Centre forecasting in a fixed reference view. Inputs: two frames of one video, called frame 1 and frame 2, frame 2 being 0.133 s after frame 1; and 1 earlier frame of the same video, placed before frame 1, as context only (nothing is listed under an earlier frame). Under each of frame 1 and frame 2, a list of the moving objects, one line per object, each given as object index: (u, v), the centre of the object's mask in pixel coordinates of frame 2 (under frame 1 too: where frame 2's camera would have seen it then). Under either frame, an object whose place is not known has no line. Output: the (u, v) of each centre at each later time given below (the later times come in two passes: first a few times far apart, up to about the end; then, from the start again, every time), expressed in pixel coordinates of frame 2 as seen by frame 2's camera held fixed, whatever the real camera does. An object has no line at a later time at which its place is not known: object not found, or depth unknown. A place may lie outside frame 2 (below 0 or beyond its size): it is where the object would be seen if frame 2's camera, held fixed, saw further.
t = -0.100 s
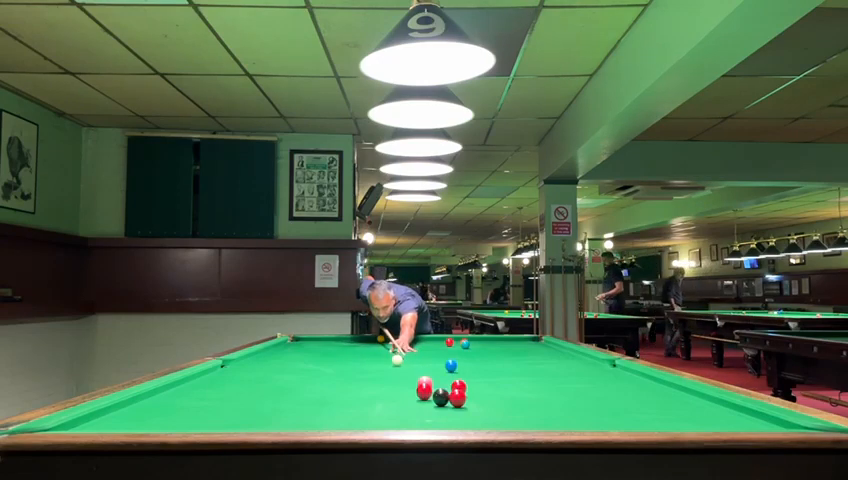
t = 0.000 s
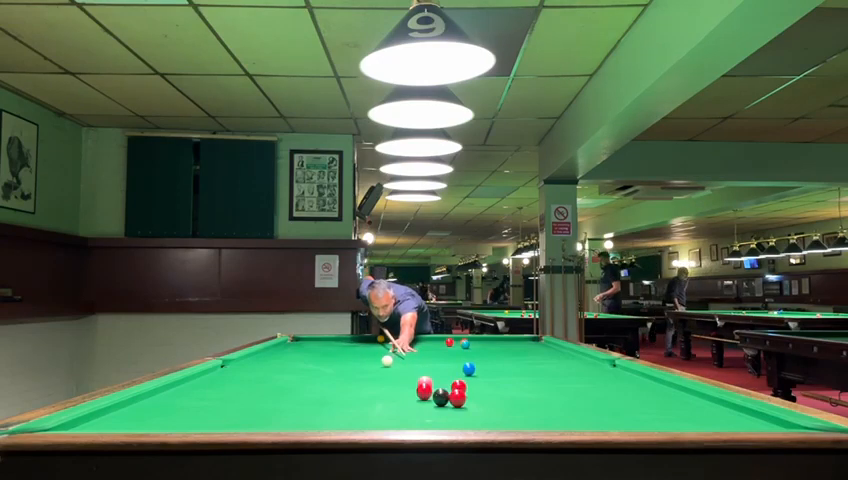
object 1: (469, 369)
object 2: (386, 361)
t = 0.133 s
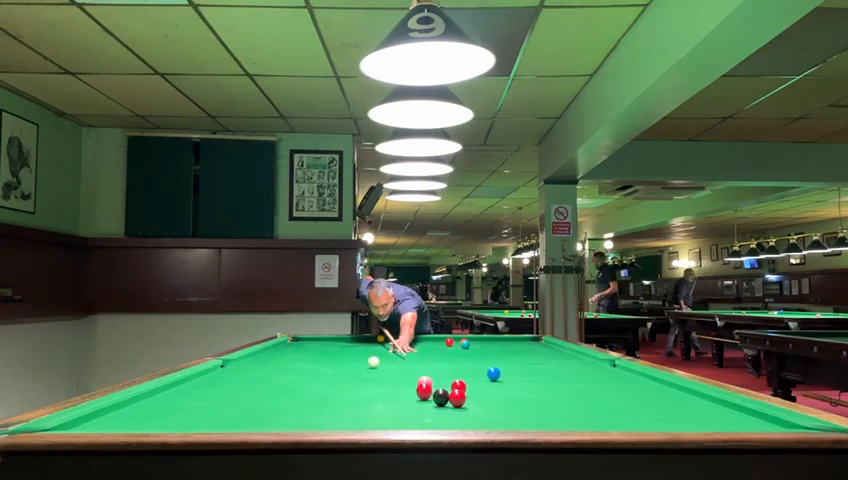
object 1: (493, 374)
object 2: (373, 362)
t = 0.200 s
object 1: (507, 376)
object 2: (367, 362)
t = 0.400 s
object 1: (552, 385)
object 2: (346, 364)
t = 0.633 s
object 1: (617, 398)
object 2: (322, 366)
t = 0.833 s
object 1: (685, 411)
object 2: (301, 368)
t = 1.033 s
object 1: (771, 423)
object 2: (281, 370)
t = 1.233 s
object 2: (260, 371)
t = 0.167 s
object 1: (500, 375)
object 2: (370, 362)
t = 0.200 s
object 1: (507, 376)
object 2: (367, 362)
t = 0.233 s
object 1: (514, 377)
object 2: (363, 363)
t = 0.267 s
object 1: (521, 379)
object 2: (360, 363)
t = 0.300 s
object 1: (528, 380)
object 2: (356, 363)
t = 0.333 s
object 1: (536, 382)
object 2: (353, 363)
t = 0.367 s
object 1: (544, 384)
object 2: (350, 364)
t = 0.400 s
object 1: (552, 385)
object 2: (346, 364)
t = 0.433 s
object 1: (560, 387)
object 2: (343, 364)
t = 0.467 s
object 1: (569, 388)
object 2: (340, 365)
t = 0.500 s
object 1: (578, 390)
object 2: (336, 365)
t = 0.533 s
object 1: (587, 392)
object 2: (333, 365)
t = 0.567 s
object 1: (596, 394)
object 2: (329, 365)
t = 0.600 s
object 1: (606, 396)
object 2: (326, 366)
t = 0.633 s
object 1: (617, 398)
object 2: (322, 366)
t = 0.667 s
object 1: (627, 399)
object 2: (319, 366)
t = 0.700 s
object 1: (638, 402)
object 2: (315, 367)
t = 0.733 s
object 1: (649, 404)
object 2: (312, 367)
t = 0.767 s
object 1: (661, 406)
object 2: (309, 367)
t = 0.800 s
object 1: (673, 409)
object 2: (305, 367)
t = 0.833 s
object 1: (685, 411)
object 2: (301, 368)
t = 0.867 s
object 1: (698, 413)
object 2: (298, 368)
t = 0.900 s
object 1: (712, 416)
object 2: (295, 368)
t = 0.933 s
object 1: (726, 418)
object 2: (291, 368)
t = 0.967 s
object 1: (740, 420)
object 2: (288, 369)
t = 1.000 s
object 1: (755, 421)
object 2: (284, 369)
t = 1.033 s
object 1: (771, 423)
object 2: (281, 370)
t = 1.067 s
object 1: (787, 424)
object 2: (277, 370)
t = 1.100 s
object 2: (274, 370)
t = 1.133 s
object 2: (270, 370)
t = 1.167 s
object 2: (267, 370)
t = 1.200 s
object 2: (263, 371)
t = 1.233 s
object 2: (260, 371)
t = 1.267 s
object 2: (256, 371)
